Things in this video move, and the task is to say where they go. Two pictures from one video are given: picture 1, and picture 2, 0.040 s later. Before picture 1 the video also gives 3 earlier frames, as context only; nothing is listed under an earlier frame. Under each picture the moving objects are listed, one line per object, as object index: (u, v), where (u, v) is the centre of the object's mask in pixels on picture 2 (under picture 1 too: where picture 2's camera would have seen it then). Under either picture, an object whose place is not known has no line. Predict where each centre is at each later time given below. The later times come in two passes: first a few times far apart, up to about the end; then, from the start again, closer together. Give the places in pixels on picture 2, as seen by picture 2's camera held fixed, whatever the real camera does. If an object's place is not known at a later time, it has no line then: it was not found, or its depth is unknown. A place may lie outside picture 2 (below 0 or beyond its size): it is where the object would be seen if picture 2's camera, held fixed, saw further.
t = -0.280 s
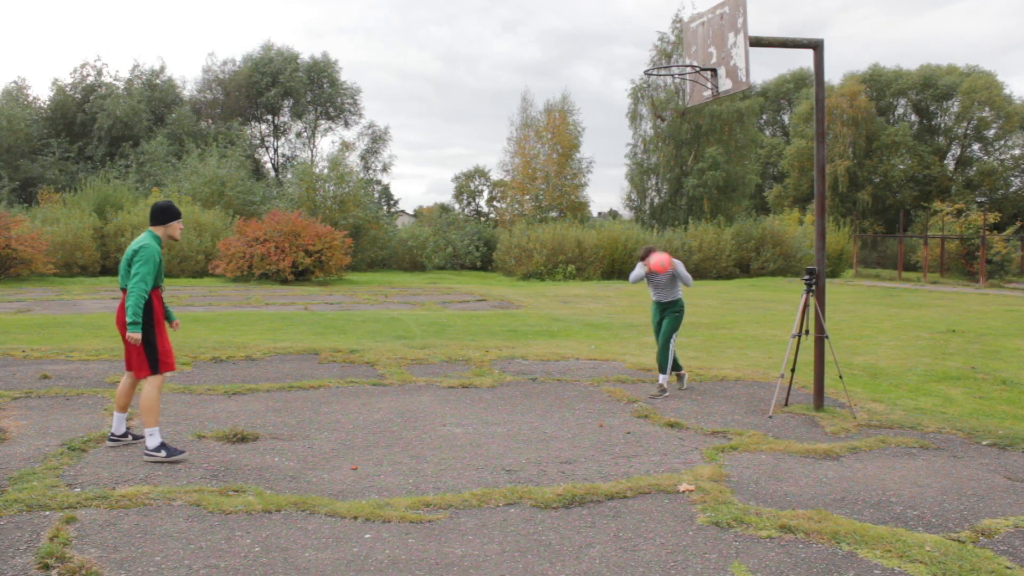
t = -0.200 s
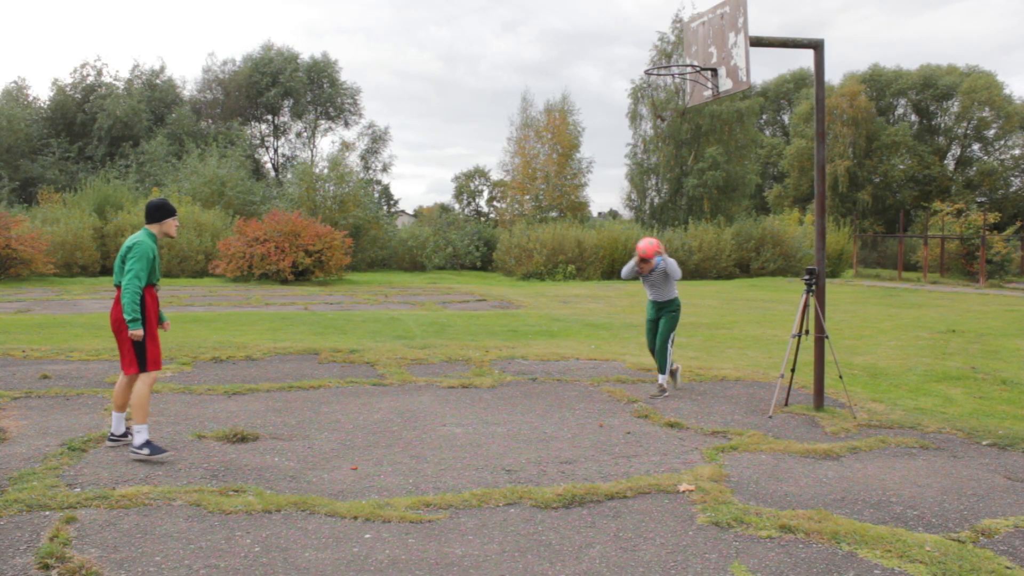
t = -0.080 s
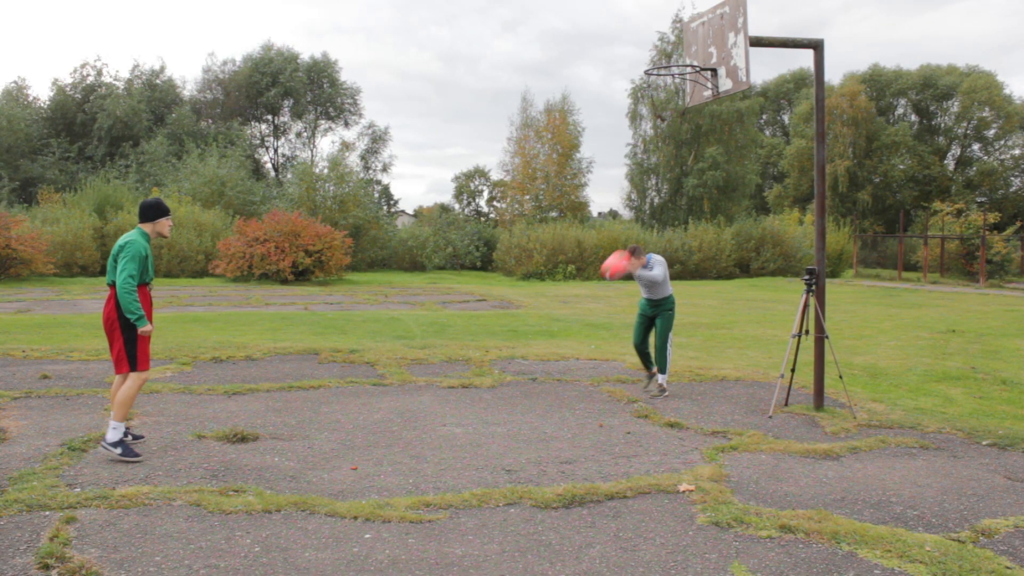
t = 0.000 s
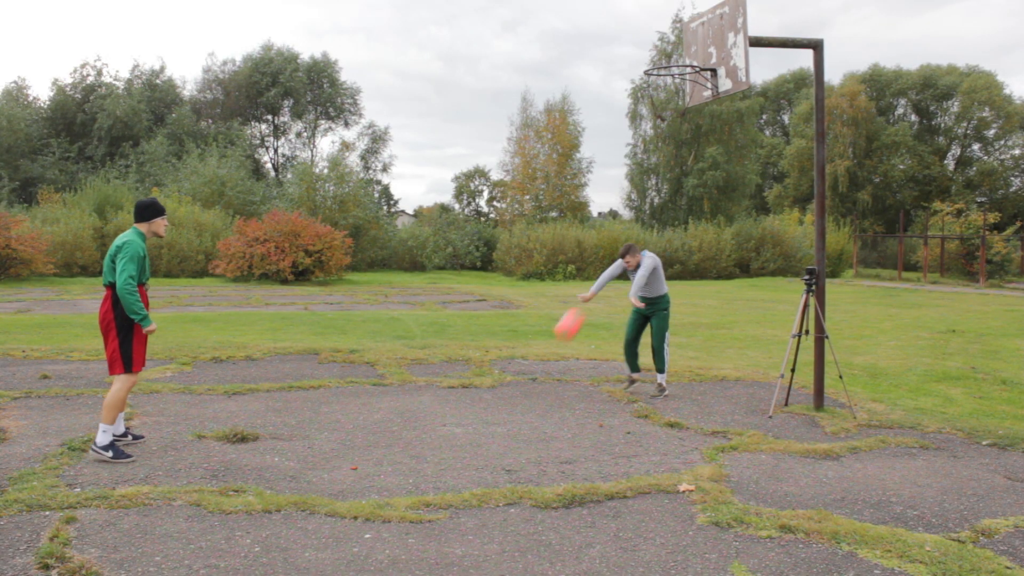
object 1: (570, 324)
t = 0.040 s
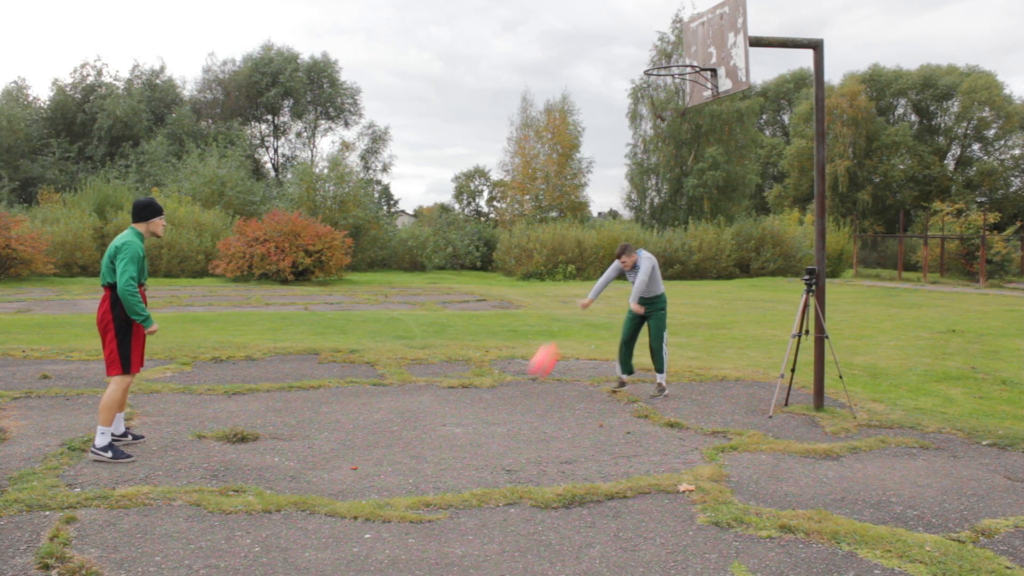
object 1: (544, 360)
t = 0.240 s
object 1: (470, 310)
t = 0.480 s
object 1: (395, 192)
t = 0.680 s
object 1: (326, 138)
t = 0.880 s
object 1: (250, 137)
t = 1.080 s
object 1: (167, 192)
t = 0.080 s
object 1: (519, 398)
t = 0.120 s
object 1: (504, 389)
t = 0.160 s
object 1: (492, 361)
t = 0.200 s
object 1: (481, 335)
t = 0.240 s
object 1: (470, 310)
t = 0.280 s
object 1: (458, 286)
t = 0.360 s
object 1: (434, 244)
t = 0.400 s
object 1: (422, 225)
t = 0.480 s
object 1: (395, 192)
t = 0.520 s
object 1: (382, 177)
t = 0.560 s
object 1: (370, 165)
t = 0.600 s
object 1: (355, 154)
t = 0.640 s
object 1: (342, 147)
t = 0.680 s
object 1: (326, 138)
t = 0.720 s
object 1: (311, 134)
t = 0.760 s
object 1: (297, 131)
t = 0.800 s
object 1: (282, 131)
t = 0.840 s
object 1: (266, 132)
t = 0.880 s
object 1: (250, 137)
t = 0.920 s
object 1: (234, 143)
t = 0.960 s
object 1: (218, 151)
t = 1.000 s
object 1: (201, 162)
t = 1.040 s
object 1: (184, 176)
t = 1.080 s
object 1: (167, 192)
